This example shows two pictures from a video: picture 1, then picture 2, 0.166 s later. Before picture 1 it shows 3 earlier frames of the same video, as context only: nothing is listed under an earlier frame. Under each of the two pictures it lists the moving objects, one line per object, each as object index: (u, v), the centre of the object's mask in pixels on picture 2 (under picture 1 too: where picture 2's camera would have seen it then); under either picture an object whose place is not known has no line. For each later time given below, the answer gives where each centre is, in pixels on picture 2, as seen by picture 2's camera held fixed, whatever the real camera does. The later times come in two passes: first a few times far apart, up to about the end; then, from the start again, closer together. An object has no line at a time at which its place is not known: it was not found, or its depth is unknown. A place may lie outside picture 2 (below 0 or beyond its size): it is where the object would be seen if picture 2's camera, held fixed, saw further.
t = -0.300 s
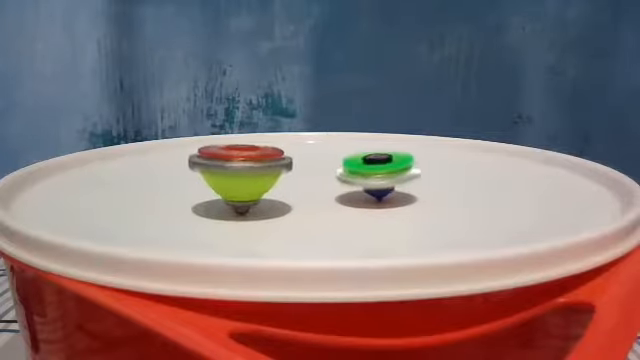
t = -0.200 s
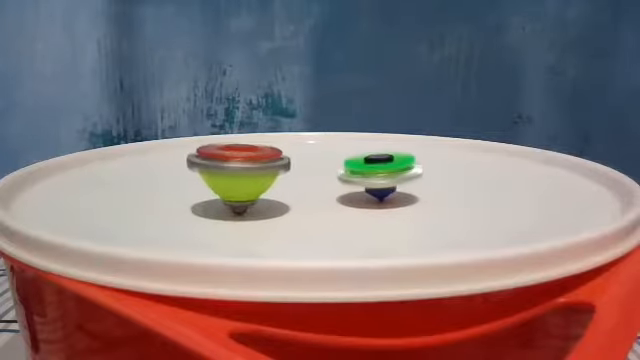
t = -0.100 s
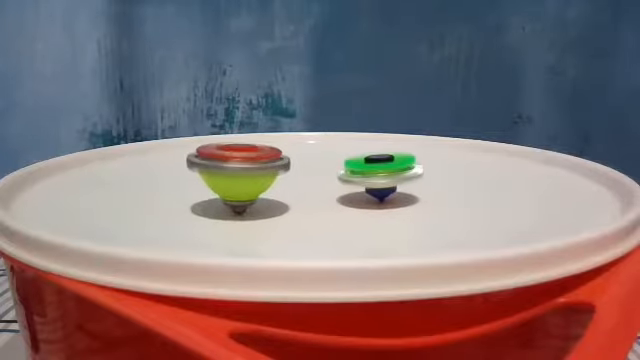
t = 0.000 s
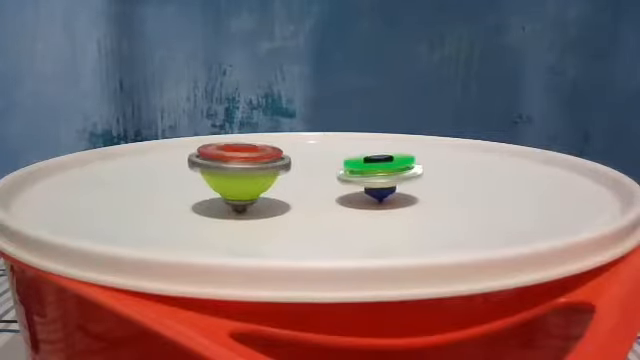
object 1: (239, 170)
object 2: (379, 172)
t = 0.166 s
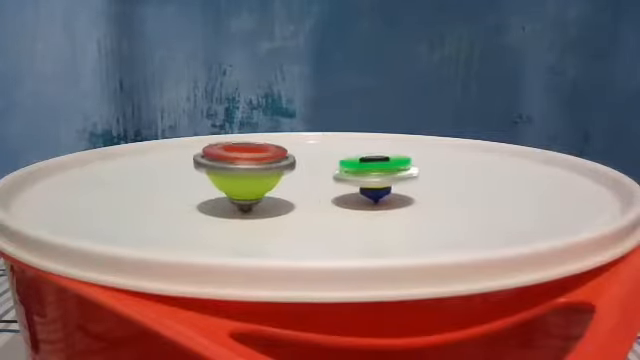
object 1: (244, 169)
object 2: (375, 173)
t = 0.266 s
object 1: (249, 169)
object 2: (371, 173)
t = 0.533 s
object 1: (263, 170)
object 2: (360, 174)
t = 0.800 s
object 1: (272, 172)
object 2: (353, 173)
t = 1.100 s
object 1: (272, 174)
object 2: (352, 171)
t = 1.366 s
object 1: (267, 175)
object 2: (352, 170)
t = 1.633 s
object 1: (266, 173)
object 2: (356, 170)
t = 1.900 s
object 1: (273, 171)
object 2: (360, 171)
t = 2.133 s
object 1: (285, 171)
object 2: (362, 172)
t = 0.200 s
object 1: (246, 169)
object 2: (374, 174)
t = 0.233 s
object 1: (247, 169)
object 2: (372, 174)
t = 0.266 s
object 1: (249, 169)
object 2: (371, 173)
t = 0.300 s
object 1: (251, 169)
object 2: (370, 174)
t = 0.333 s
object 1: (252, 169)
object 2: (368, 174)
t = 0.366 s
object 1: (254, 169)
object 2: (366, 174)
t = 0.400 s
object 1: (256, 169)
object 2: (365, 174)
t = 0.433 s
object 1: (258, 169)
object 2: (364, 174)
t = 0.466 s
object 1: (259, 169)
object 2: (362, 174)
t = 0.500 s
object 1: (261, 170)
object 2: (361, 174)
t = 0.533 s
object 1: (263, 170)
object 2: (360, 174)
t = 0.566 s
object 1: (264, 170)
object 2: (358, 174)
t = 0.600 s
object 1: (265, 170)
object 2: (357, 174)
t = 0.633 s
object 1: (267, 171)
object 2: (356, 173)
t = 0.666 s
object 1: (268, 171)
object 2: (355, 173)
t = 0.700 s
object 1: (269, 171)
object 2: (354, 173)
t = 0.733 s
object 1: (271, 171)
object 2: (354, 173)
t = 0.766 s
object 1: (271, 172)
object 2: (354, 173)
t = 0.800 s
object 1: (272, 172)
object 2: (353, 173)
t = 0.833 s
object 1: (273, 173)
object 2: (353, 173)
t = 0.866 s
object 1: (273, 173)
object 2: (353, 172)
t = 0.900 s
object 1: (273, 173)
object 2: (352, 172)
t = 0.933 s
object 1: (273, 173)
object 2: (352, 172)
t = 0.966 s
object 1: (273, 173)
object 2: (352, 172)
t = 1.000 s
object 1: (274, 174)
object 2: (352, 172)
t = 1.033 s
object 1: (273, 174)
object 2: (352, 172)
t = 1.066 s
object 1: (273, 174)
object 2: (352, 171)
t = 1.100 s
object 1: (272, 174)
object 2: (352, 171)
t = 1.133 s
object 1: (272, 174)
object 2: (351, 171)
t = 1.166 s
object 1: (271, 174)
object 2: (351, 171)
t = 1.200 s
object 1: (270, 174)
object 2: (351, 171)
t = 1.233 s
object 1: (269, 175)
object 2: (351, 171)
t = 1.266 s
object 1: (269, 175)
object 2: (351, 171)
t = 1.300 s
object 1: (268, 175)
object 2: (352, 171)
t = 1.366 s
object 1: (267, 175)
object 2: (352, 170)
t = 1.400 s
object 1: (267, 175)
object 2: (353, 170)
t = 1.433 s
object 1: (266, 175)
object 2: (353, 170)
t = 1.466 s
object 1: (265, 175)
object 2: (353, 170)
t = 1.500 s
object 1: (267, 174)
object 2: (354, 170)
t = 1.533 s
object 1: (267, 174)
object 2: (355, 170)
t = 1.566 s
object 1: (266, 174)
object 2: (356, 170)
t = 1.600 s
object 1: (266, 174)
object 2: (356, 170)
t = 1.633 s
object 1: (266, 173)
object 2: (356, 170)
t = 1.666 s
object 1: (267, 173)
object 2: (356, 170)
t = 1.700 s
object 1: (267, 173)
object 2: (357, 170)
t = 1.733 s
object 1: (267, 172)
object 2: (357, 170)
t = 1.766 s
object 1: (268, 172)
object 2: (357, 169)
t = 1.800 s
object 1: (269, 172)
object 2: (358, 170)
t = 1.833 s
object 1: (270, 172)
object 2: (358, 170)
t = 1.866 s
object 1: (271, 172)
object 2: (359, 170)
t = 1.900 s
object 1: (273, 171)
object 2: (360, 171)
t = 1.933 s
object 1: (275, 171)
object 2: (359, 171)
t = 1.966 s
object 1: (276, 171)
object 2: (360, 171)
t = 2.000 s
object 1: (278, 171)
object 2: (360, 171)
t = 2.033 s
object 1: (280, 171)
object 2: (361, 172)
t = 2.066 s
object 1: (281, 171)
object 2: (361, 172)
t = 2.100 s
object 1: (283, 171)
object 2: (362, 172)
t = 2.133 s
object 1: (285, 171)
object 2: (362, 172)
